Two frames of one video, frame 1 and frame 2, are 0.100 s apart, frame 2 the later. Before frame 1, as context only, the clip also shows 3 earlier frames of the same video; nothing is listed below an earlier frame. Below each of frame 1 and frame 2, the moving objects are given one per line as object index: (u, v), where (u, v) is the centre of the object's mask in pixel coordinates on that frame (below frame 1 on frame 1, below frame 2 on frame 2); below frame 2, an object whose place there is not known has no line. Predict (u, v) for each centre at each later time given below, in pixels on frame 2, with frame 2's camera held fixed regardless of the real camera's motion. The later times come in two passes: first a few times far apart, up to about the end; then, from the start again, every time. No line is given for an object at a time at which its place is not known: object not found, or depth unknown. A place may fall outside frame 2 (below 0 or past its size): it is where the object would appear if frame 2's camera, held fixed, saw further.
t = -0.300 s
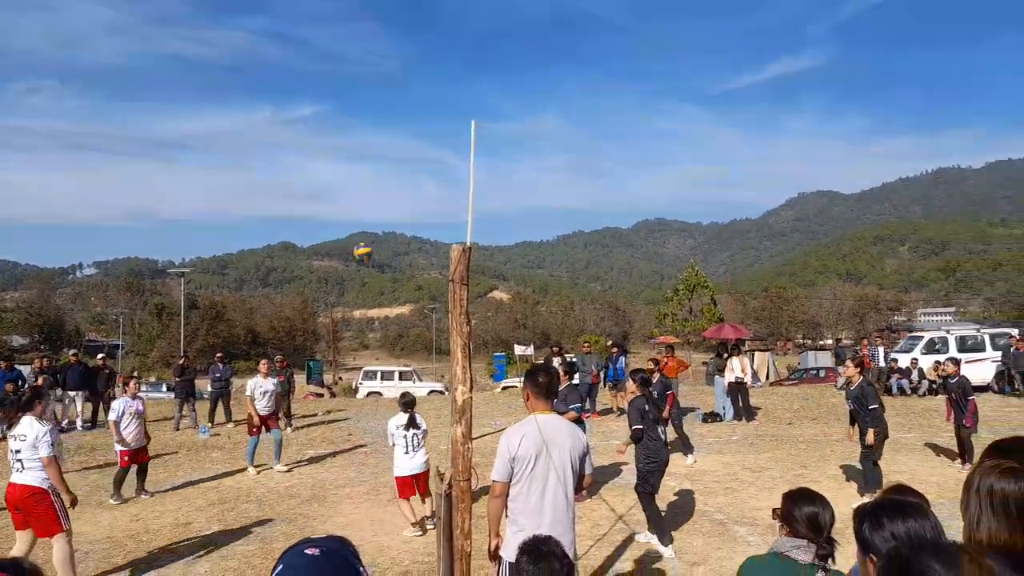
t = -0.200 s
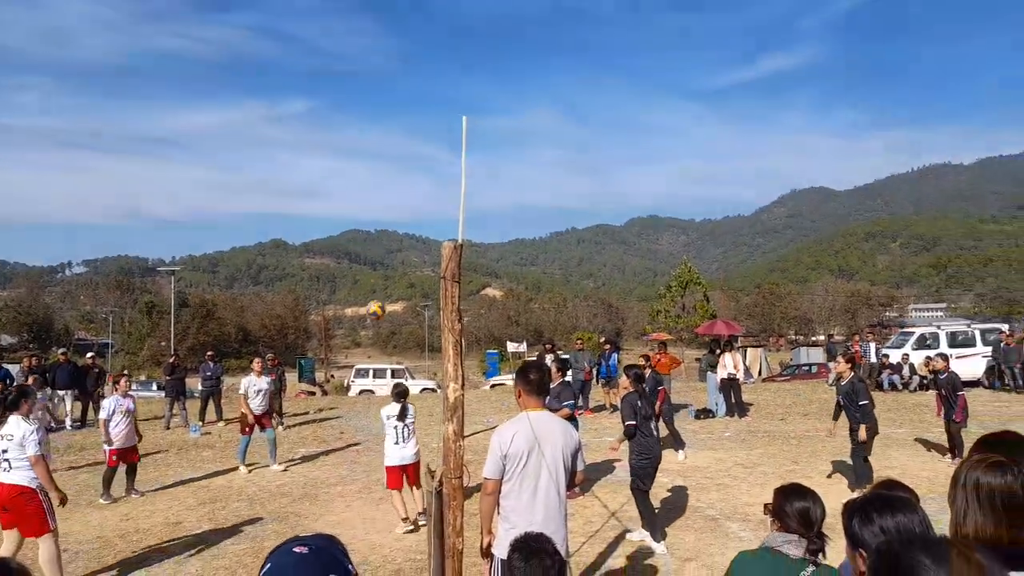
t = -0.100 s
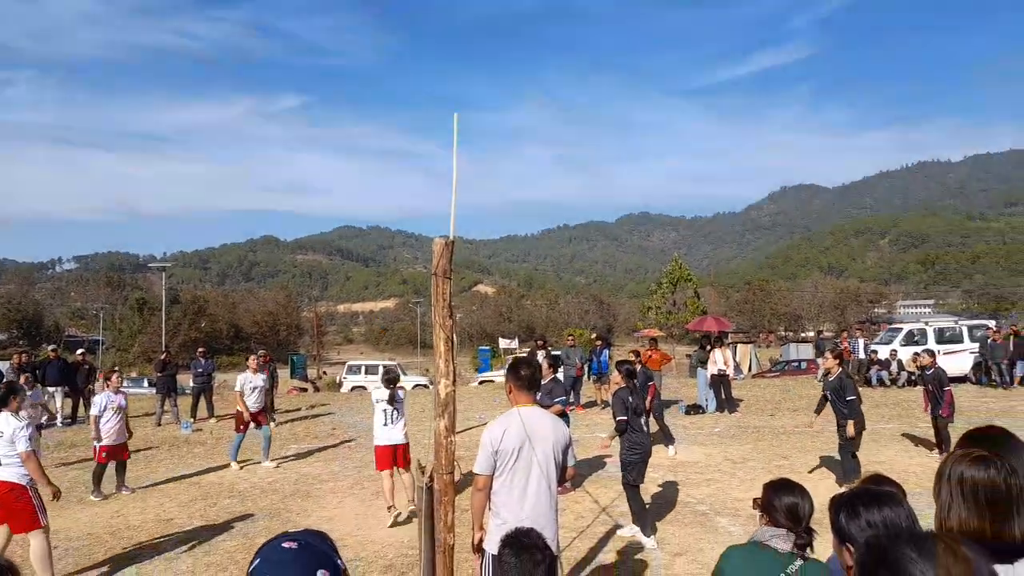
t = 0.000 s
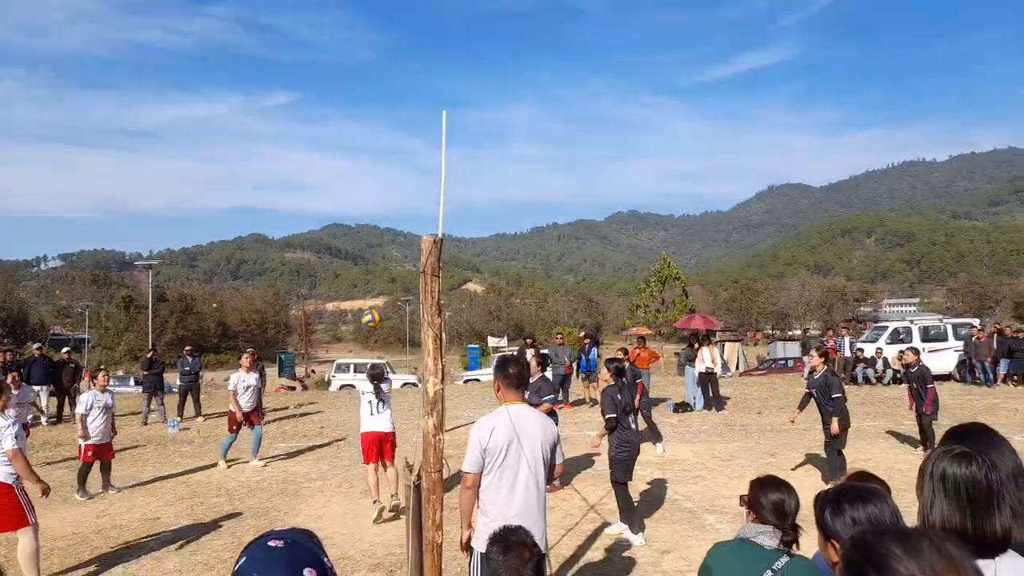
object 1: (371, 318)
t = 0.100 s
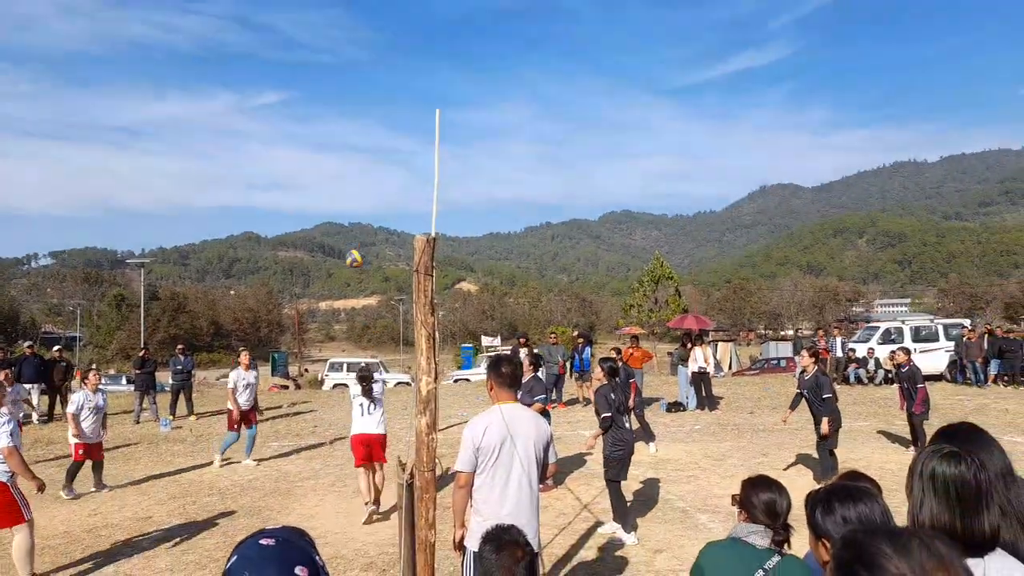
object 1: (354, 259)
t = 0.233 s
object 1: (344, 196)
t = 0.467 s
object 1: (327, 124)
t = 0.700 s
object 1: (316, 98)
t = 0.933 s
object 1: (302, 119)
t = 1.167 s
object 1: (288, 185)
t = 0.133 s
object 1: (351, 241)
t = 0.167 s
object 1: (350, 225)
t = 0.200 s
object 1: (347, 210)
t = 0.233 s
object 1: (344, 196)
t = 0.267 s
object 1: (342, 183)
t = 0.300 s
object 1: (341, 171)
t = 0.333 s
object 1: (337, 159)
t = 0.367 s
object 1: (334, 149)
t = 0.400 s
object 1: (333, 139)
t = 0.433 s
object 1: (330, 131)
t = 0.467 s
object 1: (327, 124)
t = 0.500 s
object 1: (326, 117)
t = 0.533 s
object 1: (324, 112)
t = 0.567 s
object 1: (323, 107)
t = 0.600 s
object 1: (321, 104)
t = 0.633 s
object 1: (319, 100)
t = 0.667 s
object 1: (318, 99)
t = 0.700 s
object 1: (316, 98)
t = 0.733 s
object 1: (314, 98)
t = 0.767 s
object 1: (312, 98)
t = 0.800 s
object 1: (310, 100)
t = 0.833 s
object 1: (310, 104)
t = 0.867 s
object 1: (306, 108)
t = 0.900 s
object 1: (304, 113)
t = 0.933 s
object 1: (302, 119)
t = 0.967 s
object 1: (300, 125)
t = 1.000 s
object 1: (298, 133)
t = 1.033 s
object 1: (296, 141)
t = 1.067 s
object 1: (294, 151)
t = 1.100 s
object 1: (292, 162)
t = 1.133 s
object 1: (290, 173)
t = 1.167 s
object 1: (288, 185)
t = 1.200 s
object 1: (286, 198)
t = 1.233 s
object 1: (284, 213)
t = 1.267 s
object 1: (282, 227)
